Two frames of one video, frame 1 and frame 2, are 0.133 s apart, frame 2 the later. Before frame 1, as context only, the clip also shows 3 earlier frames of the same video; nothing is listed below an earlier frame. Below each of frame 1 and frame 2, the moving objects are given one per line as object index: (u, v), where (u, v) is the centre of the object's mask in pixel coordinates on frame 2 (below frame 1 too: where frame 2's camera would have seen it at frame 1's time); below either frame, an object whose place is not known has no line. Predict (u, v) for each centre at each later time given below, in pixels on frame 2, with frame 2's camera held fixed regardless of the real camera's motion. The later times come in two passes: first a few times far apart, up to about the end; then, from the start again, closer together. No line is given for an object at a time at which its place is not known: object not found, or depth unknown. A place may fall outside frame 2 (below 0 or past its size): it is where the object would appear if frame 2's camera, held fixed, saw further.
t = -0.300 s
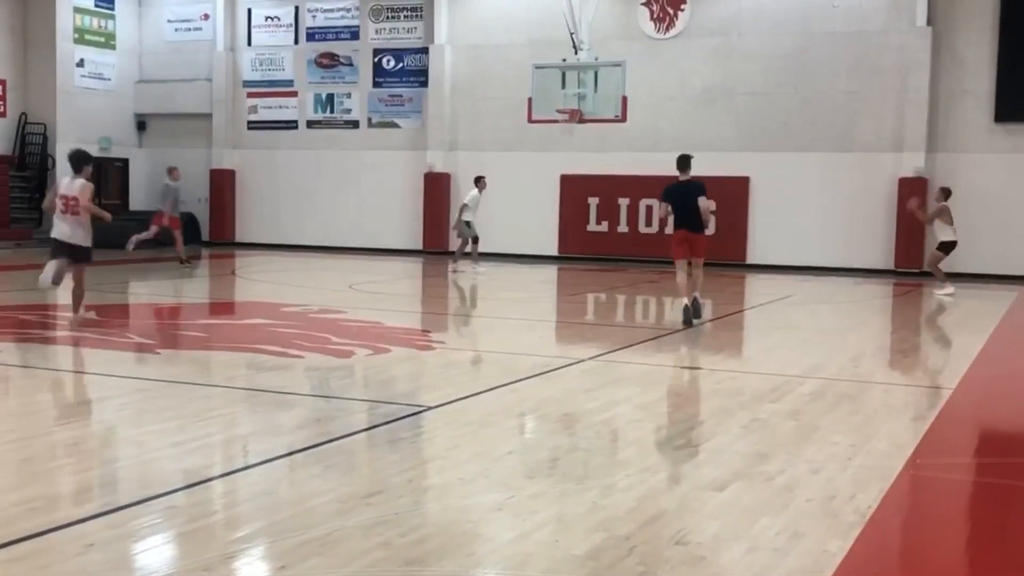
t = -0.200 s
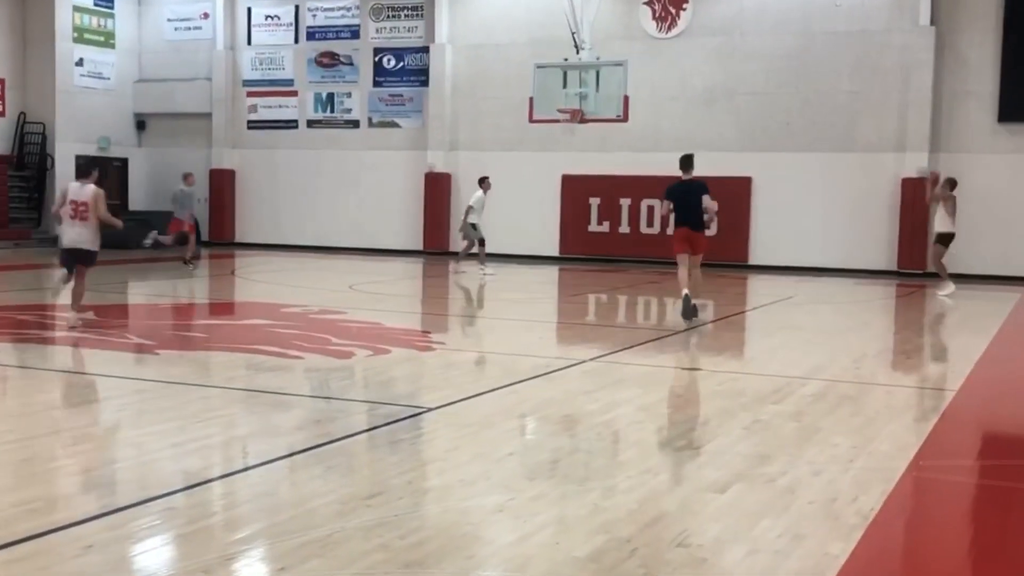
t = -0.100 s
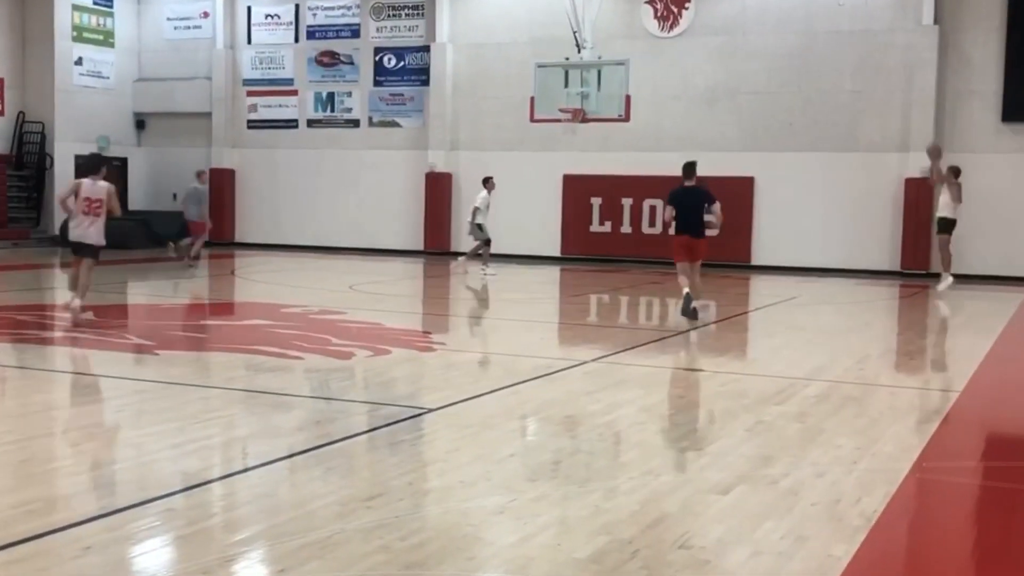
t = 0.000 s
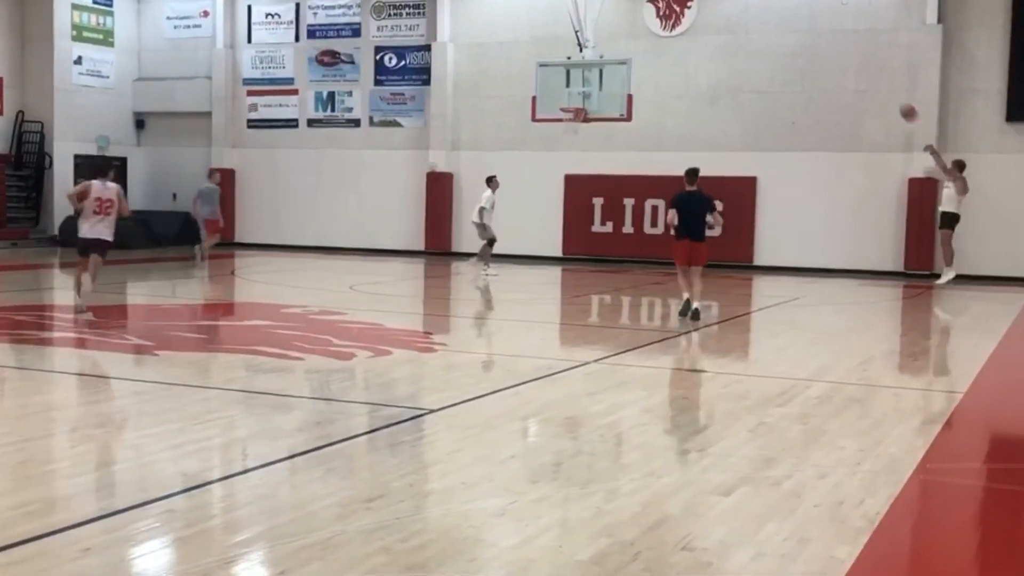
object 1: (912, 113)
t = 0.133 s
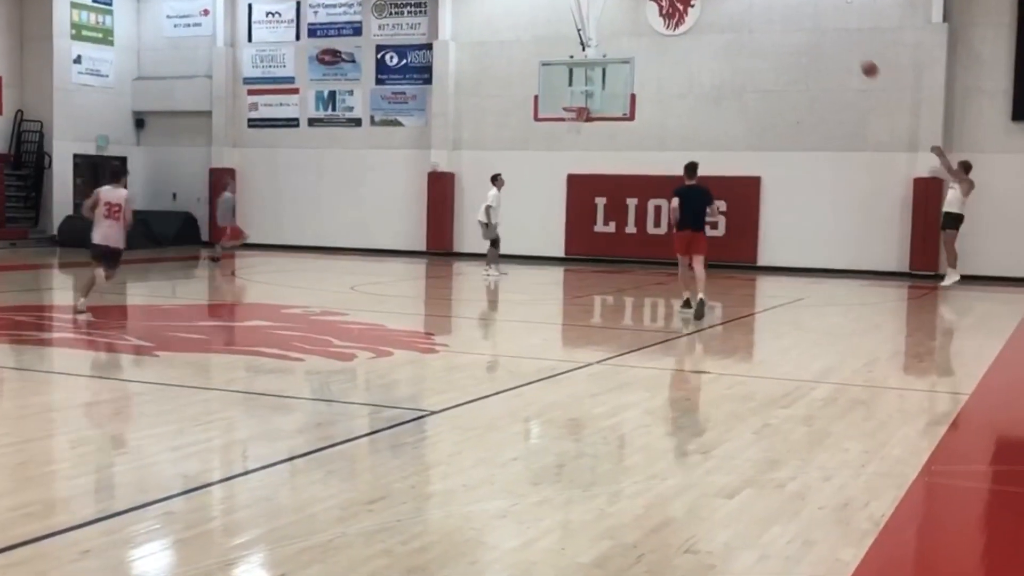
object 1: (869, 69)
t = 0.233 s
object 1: (839, 45)
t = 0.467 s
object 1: (768, 9)
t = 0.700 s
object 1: (698, 8)
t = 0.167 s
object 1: (859, 60)
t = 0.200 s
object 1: (849, 52)
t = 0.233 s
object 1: (839, 45)
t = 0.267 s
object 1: (828, 37)
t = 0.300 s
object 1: (818, 31)
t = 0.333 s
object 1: (808, 25)
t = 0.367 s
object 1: (797, 20)
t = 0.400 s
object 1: (787, 15)
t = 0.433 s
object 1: (777, 12)
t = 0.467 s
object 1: (768, 9)
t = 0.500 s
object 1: (757, 7)
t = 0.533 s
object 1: (746, 6)
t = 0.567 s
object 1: (737, 5)
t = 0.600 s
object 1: (726, 5)
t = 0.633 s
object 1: (717, 5)
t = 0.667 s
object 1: (707, 6)
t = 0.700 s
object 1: (698, 8)
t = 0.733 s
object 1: (688, 10)
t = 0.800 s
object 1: (666, 18)
